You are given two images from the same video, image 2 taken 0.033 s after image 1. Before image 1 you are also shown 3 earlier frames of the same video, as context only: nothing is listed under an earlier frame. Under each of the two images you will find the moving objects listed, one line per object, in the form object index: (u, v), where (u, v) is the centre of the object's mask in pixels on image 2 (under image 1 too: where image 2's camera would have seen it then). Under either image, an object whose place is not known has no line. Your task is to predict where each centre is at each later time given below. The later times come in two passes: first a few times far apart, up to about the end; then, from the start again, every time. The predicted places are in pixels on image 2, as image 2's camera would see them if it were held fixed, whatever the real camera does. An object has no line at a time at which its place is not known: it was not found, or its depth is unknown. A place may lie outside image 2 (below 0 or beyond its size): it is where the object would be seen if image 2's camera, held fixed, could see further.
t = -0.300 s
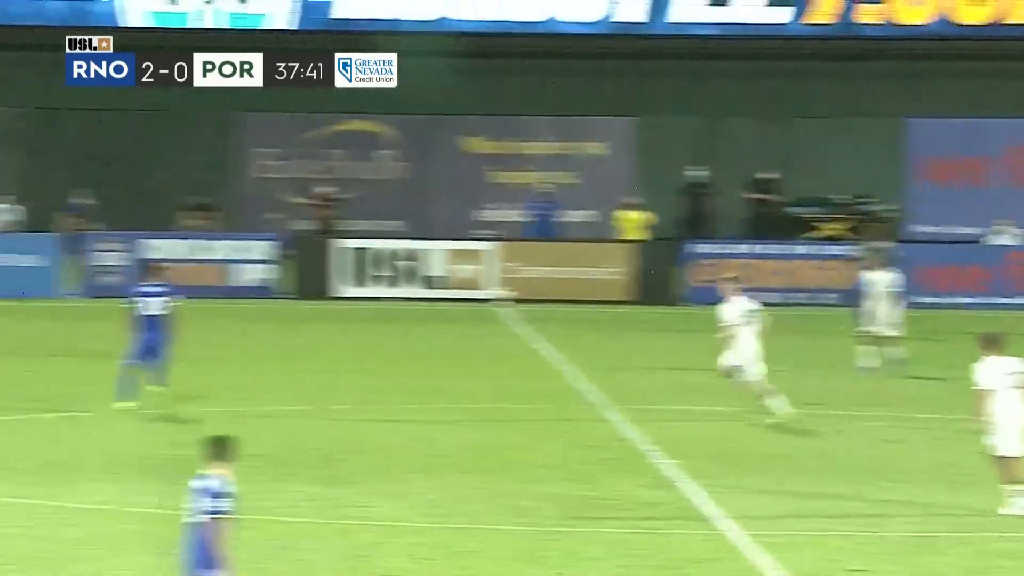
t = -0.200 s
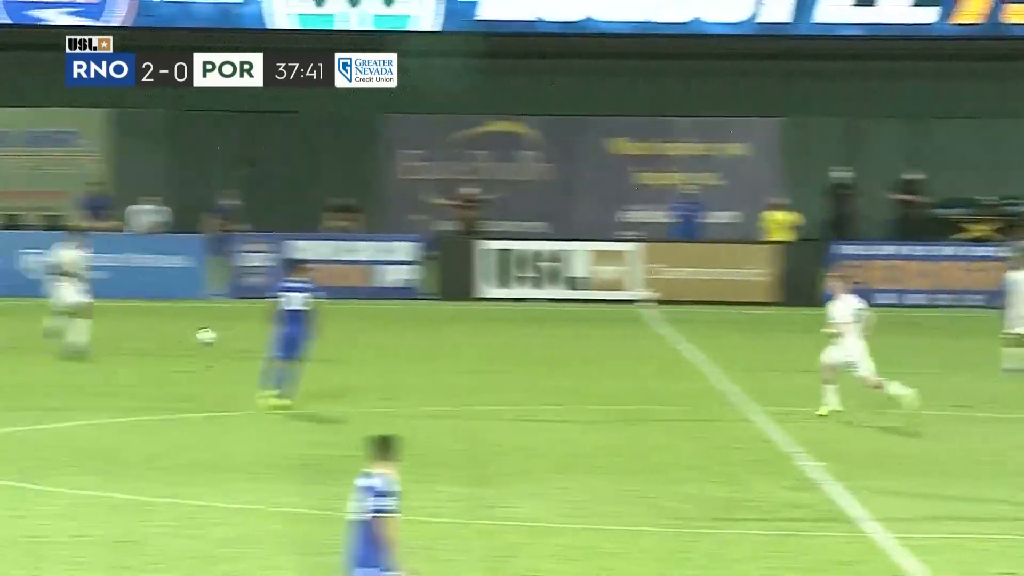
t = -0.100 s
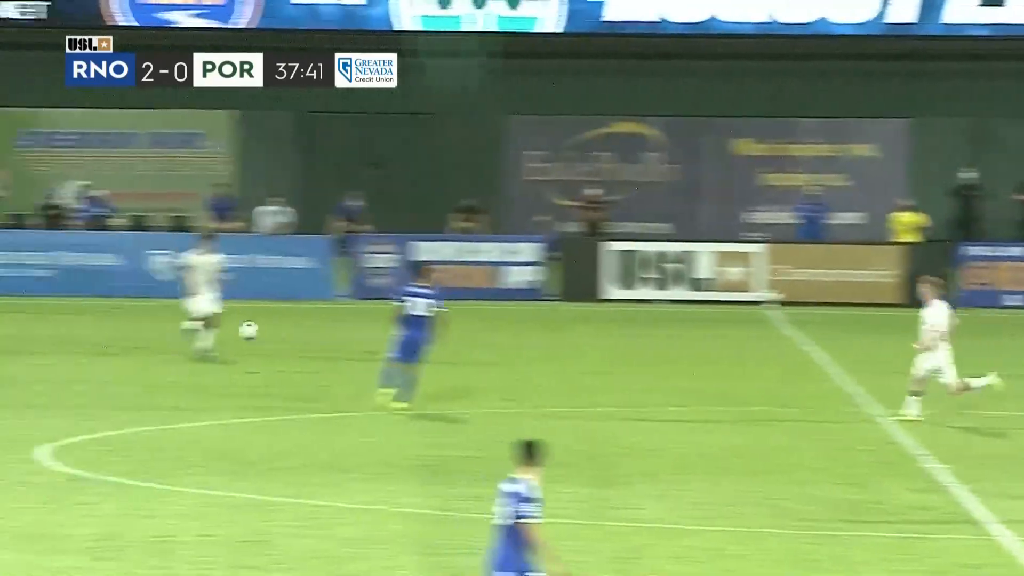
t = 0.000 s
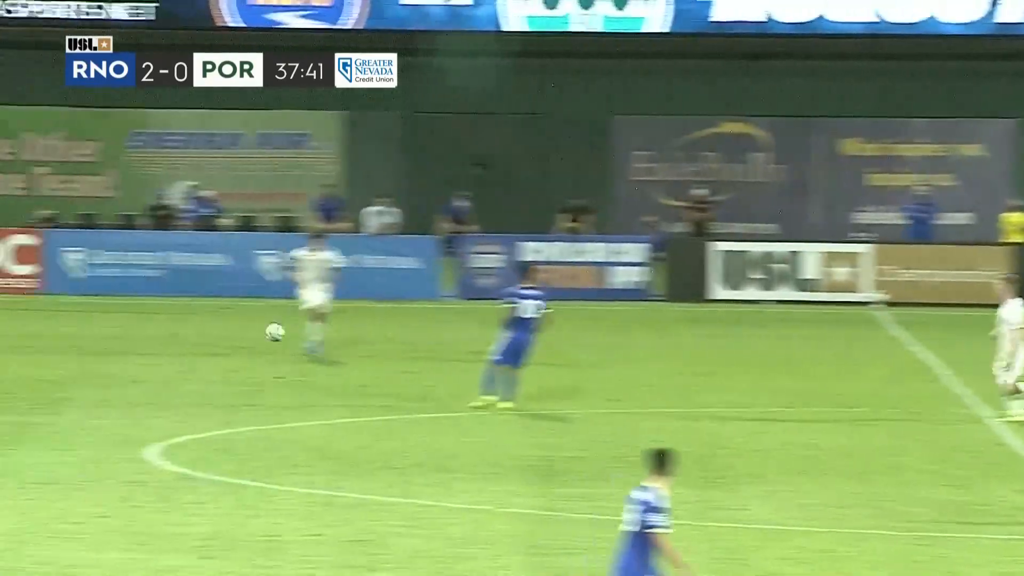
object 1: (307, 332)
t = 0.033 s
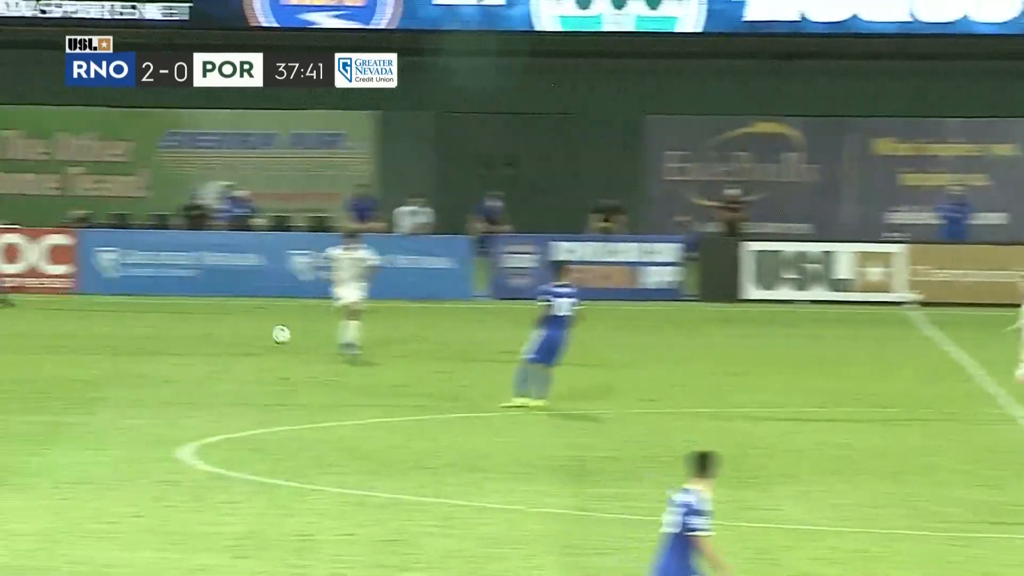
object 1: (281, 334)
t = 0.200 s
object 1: (148, 366)
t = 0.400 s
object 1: (0, 377)
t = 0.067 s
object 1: (254, 338)
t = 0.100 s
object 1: (228, 343)
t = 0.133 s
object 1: (201, 350)
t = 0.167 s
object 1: (174, 357)
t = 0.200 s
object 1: (148, 366)
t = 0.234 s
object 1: (121, 376)
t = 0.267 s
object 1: (97, 378)
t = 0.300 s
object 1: (73, 376)
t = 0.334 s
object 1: (49, 375)
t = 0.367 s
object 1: (25, 376)
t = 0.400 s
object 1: (0, 377)
